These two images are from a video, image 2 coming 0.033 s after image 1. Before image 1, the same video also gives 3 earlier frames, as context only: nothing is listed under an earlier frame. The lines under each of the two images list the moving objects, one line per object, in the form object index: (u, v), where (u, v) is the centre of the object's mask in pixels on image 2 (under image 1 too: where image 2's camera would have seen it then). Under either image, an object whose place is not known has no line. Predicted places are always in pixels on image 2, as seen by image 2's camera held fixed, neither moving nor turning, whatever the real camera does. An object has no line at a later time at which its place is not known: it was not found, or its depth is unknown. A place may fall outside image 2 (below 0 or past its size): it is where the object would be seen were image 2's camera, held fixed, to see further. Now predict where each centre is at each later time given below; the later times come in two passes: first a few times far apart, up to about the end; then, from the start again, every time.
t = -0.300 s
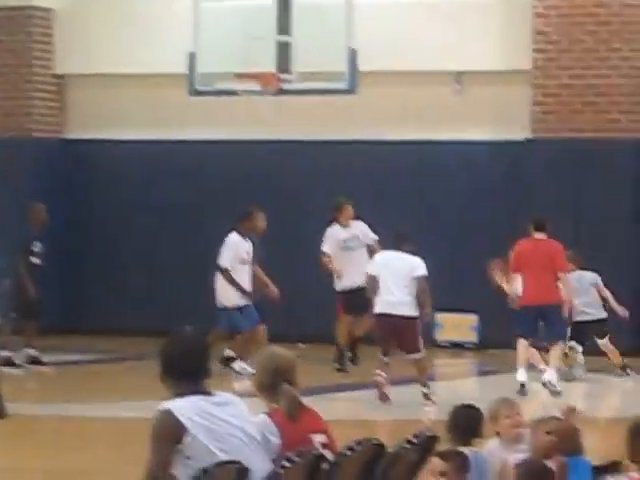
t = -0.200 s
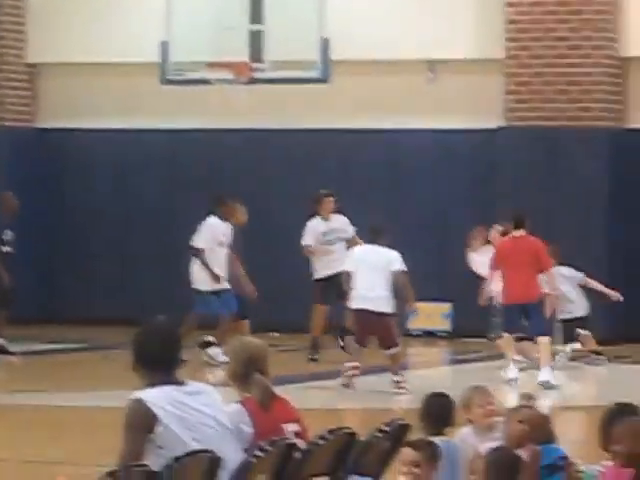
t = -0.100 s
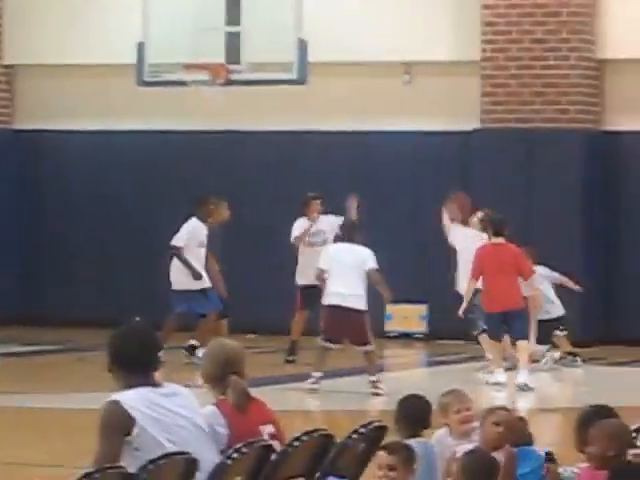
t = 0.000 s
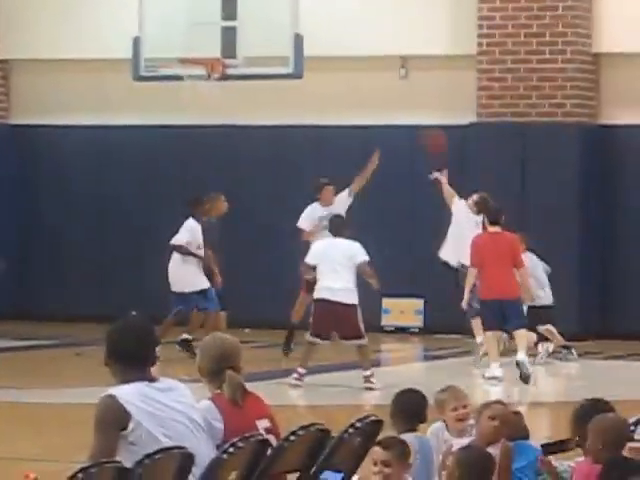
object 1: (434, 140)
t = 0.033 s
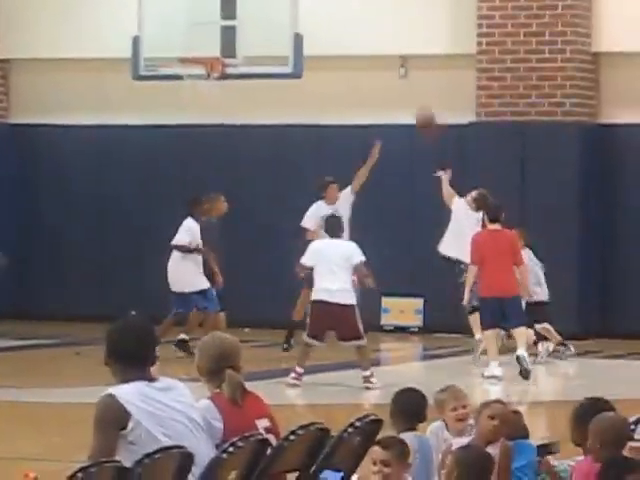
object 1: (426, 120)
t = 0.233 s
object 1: (377, 35)
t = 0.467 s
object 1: (320, -16)
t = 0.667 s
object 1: (273, -19)
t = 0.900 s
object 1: (217, 28)
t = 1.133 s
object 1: (184, 85)
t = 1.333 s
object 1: (184, 117)
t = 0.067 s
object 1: (417, 105)
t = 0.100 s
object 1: (409, 89)
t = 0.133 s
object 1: (400, 72)
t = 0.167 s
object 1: (393, 60)
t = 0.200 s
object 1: (384, 47)
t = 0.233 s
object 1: (377, 35)
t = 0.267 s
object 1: (368, 25)
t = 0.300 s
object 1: (361, 15)
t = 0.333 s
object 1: (353, 7)
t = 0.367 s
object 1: (344, -1)
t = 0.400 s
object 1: (337, -7)
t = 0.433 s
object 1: (329, -12)
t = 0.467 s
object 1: (320, -16)
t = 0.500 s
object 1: (313, -19)
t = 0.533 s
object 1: (304, -21)
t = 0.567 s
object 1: (296, -22)
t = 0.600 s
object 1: (289, -22)
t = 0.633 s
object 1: (281, -20)
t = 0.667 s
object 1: (273, -19)
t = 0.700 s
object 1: (265, -14)
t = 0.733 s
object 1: (257, -10)
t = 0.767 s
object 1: (249, -4)
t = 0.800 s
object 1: (242, 1)
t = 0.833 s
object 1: (235, 10)
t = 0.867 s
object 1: (226, 18)
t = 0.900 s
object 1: (217, 28)
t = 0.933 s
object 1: (210, 39)
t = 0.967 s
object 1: (202, 49)
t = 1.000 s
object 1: (196, 59)
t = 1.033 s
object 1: (187, 78)
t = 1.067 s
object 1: (184, 81)
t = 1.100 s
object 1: (182, 83)
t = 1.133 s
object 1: (184, 85)
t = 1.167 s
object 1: (183, 87)
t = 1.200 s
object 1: (183, 89)
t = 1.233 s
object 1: (183, 96)
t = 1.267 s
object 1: (184, 102)
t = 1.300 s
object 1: (184, 109)
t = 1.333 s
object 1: (184, 117)
